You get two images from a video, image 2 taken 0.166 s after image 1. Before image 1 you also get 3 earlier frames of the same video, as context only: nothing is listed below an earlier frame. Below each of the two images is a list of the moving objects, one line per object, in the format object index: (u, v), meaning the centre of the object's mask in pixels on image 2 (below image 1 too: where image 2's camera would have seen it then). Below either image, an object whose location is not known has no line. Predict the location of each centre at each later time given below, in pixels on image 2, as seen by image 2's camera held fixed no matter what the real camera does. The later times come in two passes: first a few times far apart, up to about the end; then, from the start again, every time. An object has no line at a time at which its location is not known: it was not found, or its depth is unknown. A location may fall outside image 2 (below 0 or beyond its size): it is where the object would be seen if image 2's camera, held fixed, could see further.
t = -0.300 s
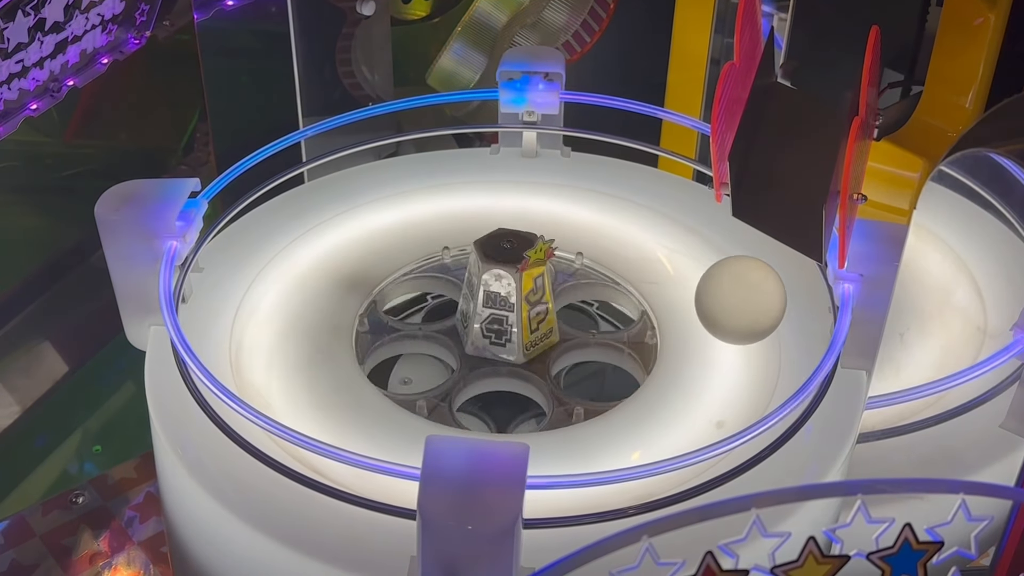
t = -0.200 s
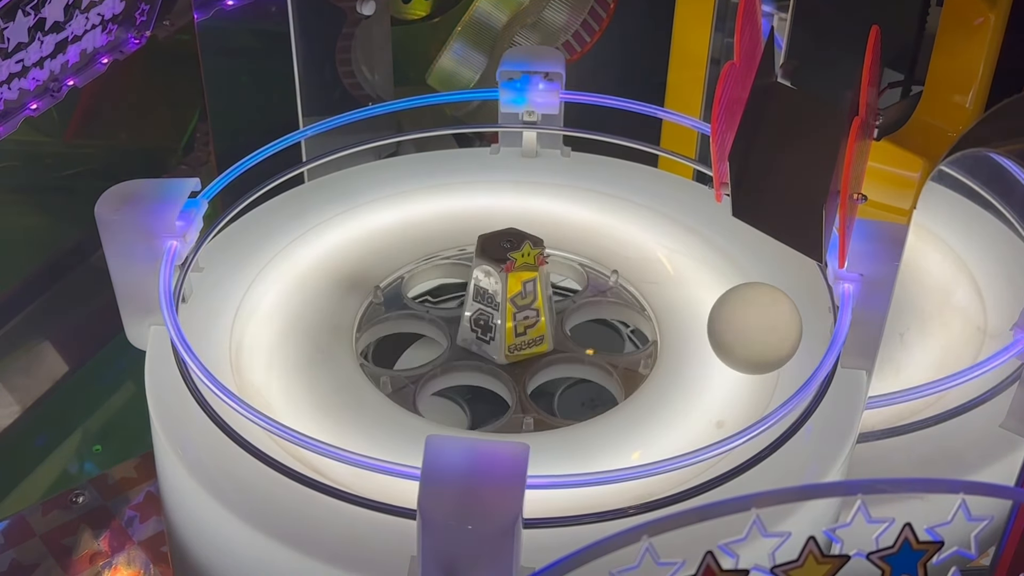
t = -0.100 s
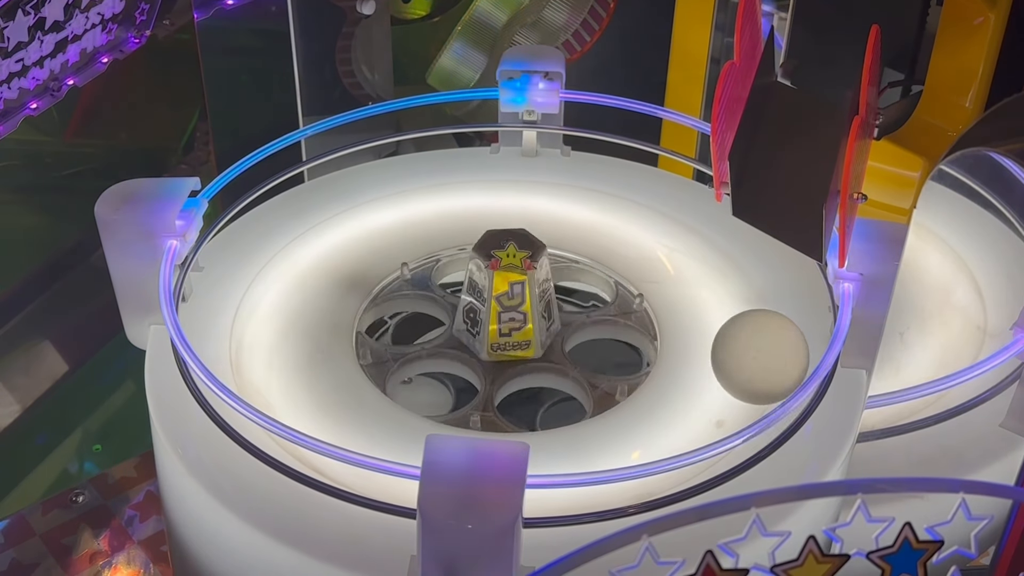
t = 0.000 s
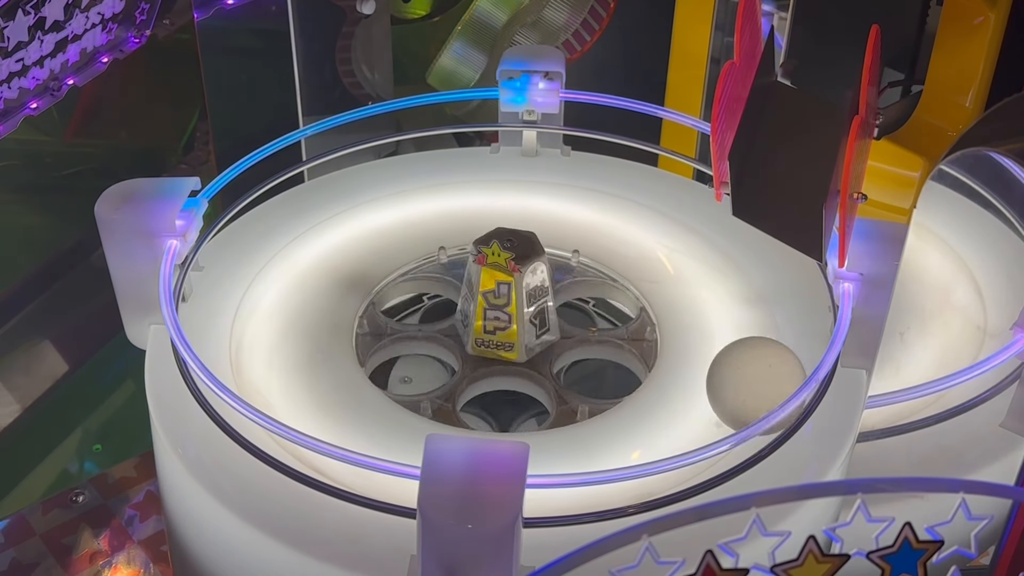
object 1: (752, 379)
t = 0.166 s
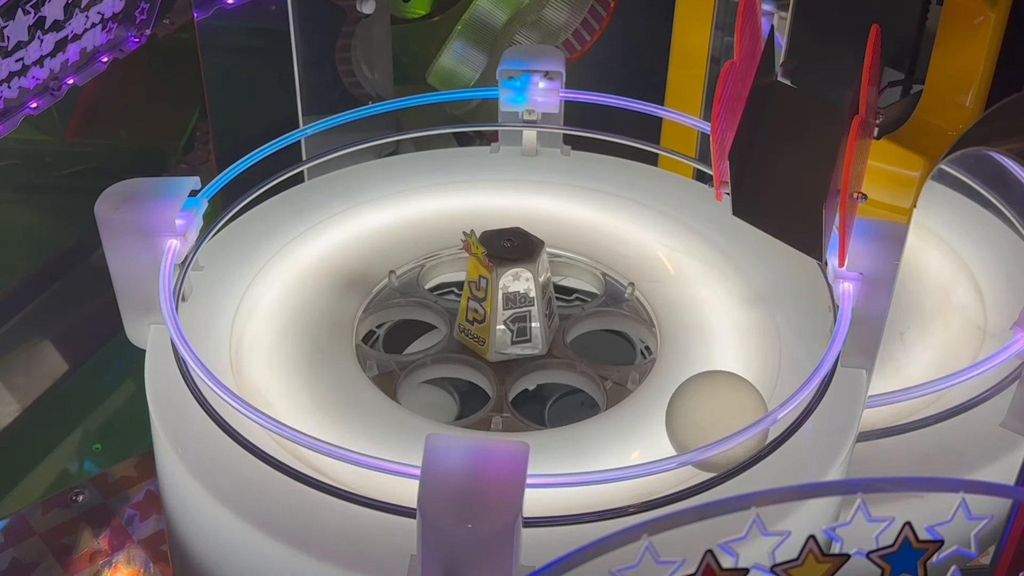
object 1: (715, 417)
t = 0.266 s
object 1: (680, 433)
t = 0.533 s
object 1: (564, 452)
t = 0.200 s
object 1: (704, 423)
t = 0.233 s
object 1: (692, 428)
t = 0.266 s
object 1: (680, 433)
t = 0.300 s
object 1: (667, 438)
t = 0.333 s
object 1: (653, 442)
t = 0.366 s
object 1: (638, 446)
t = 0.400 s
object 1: (623, 449)
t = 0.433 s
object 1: (608, 451)
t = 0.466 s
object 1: (592, 452)
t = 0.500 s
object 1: (577, 453)
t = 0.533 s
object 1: (564, 452)
